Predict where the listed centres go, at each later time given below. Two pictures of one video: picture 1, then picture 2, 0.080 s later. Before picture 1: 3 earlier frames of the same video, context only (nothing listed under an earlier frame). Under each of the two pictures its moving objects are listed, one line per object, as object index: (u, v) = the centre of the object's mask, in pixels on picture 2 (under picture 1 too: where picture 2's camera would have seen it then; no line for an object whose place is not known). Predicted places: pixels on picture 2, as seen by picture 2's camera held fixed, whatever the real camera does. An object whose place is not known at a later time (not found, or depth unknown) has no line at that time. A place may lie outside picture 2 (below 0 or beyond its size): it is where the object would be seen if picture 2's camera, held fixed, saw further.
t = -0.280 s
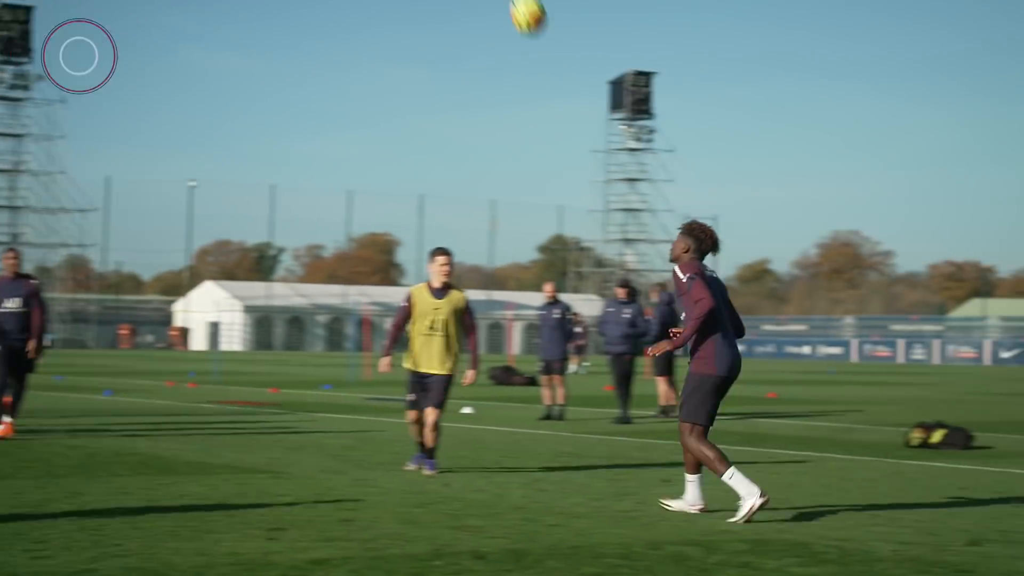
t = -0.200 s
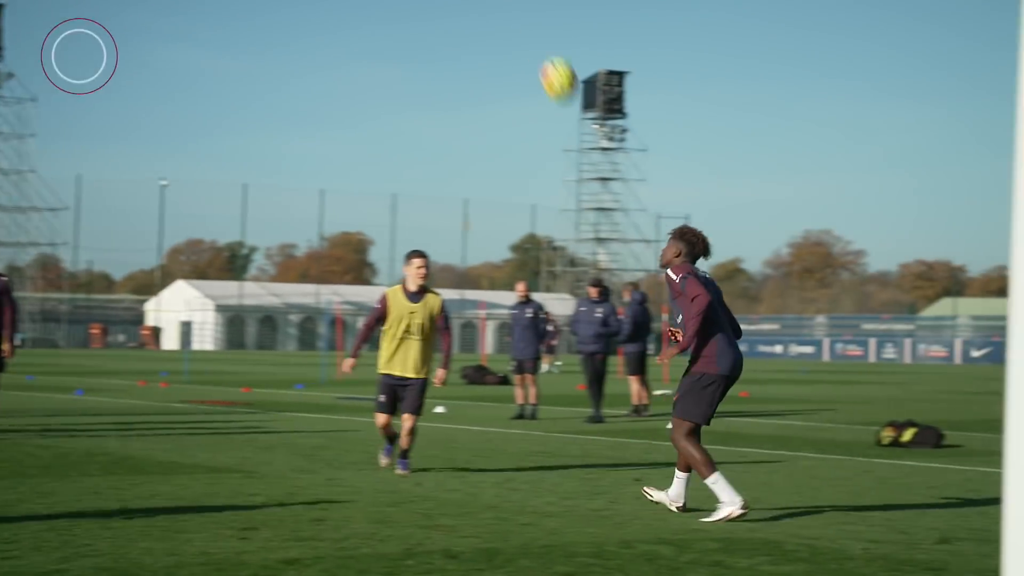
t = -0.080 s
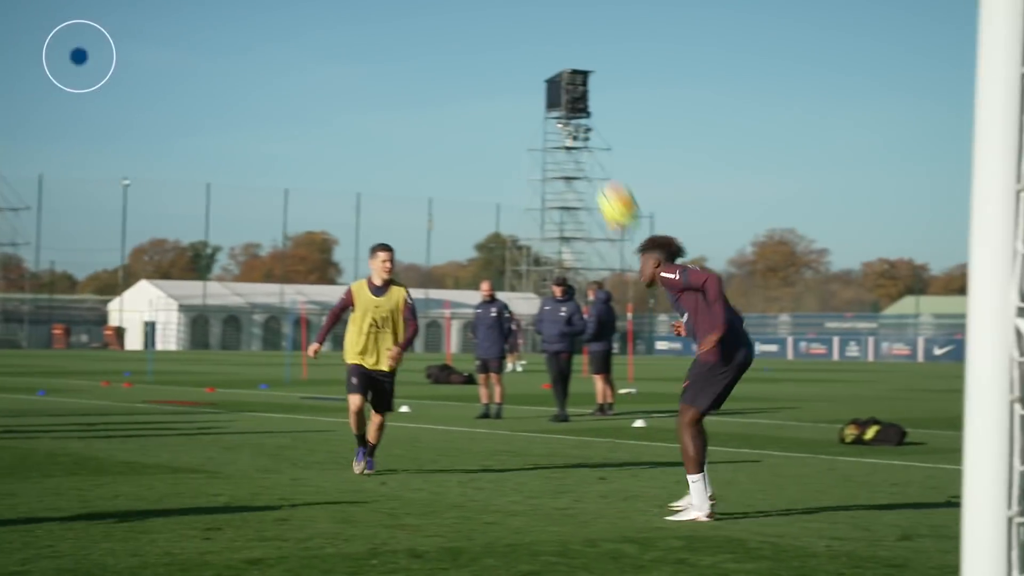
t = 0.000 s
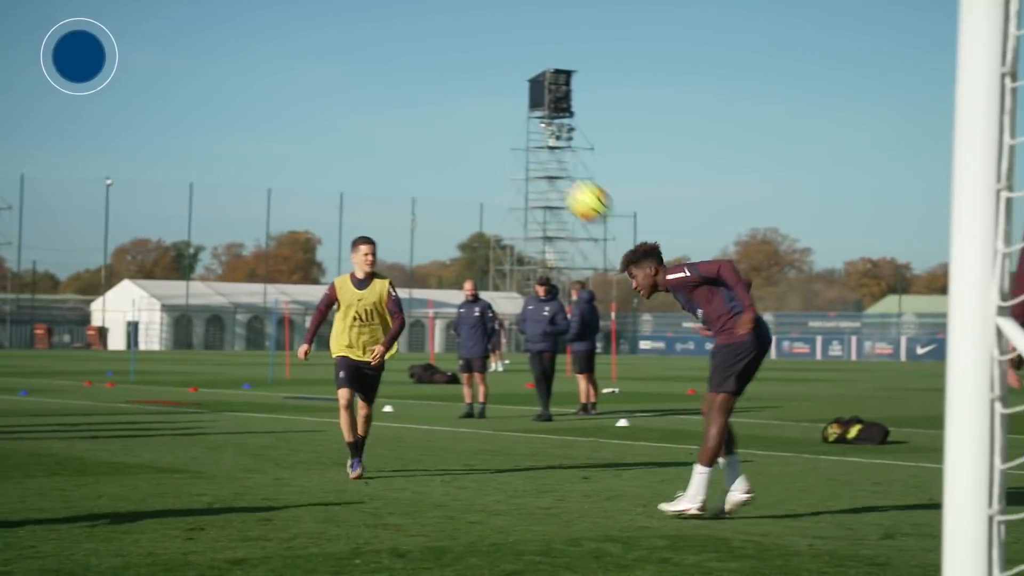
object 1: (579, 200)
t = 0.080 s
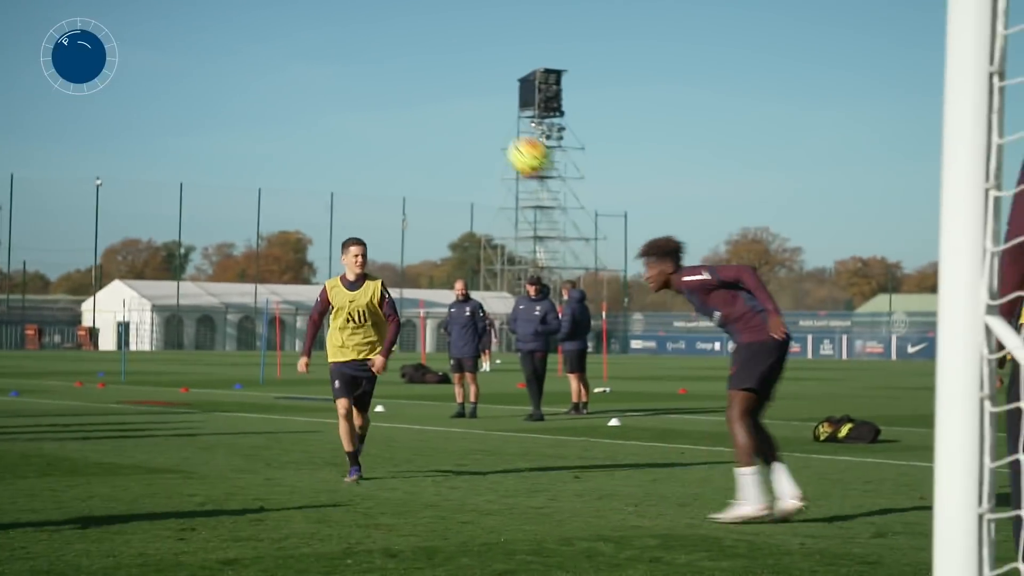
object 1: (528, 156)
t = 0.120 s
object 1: (503, 137)
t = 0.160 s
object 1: (482, 121)
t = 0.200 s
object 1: (458, 109)
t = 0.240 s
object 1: (433, 98)
